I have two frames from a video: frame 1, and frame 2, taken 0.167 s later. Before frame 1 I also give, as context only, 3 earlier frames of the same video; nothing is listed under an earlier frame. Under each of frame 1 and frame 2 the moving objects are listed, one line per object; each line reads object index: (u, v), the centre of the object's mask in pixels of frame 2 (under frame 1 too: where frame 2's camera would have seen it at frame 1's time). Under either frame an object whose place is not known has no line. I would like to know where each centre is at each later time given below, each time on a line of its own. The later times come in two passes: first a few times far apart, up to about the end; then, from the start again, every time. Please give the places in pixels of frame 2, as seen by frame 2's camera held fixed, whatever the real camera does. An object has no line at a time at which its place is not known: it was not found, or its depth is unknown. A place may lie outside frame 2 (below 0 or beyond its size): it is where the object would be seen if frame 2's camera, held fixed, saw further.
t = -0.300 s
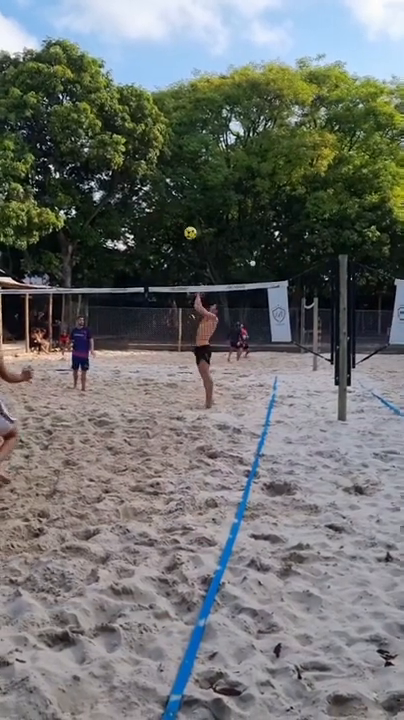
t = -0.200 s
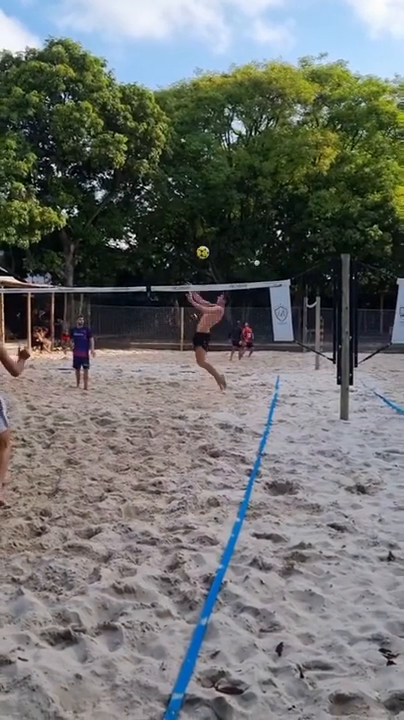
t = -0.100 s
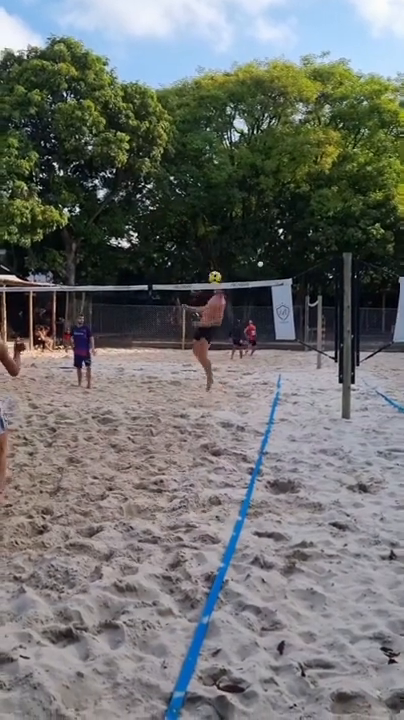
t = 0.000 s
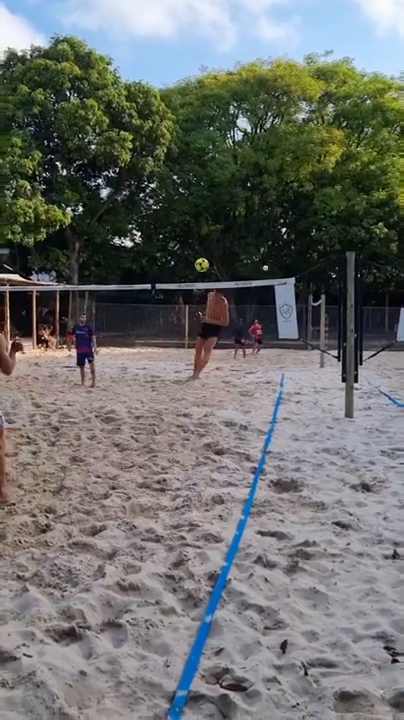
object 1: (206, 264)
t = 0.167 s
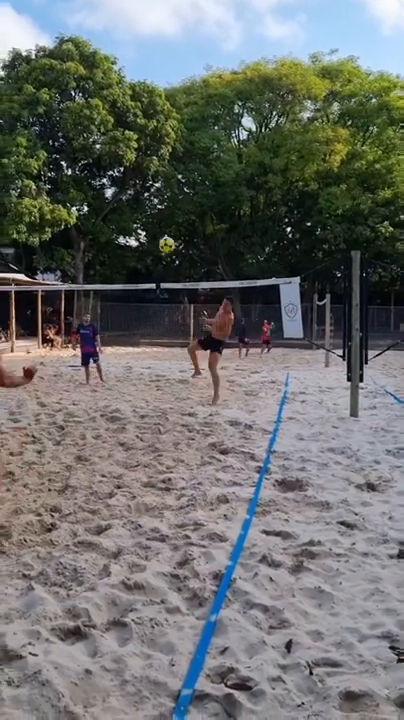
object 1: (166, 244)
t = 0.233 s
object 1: (147, 241)
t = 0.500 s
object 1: (43, 266)
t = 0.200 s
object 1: (157, 242)
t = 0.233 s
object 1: (147, 241)
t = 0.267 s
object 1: (138, 241)
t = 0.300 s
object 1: (126, 241)
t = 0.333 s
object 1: (114, 242)
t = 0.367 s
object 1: (101, 244)
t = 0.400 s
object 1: (88, 248)
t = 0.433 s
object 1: (74, 253)
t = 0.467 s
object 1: (59, 260)
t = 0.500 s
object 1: (43, 266)
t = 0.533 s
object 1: (27, 277)
